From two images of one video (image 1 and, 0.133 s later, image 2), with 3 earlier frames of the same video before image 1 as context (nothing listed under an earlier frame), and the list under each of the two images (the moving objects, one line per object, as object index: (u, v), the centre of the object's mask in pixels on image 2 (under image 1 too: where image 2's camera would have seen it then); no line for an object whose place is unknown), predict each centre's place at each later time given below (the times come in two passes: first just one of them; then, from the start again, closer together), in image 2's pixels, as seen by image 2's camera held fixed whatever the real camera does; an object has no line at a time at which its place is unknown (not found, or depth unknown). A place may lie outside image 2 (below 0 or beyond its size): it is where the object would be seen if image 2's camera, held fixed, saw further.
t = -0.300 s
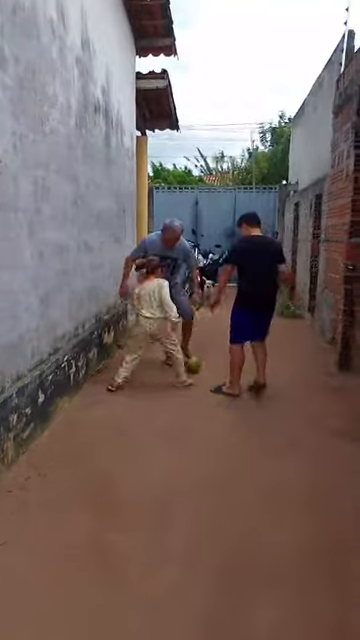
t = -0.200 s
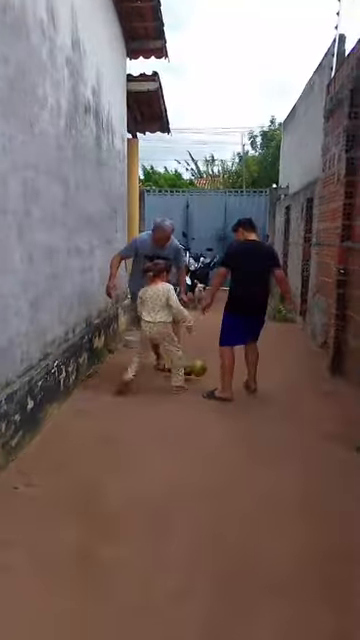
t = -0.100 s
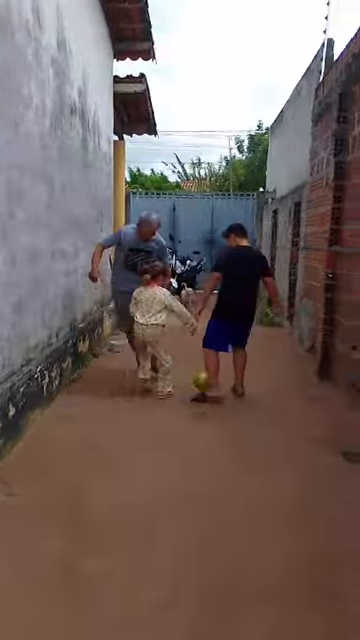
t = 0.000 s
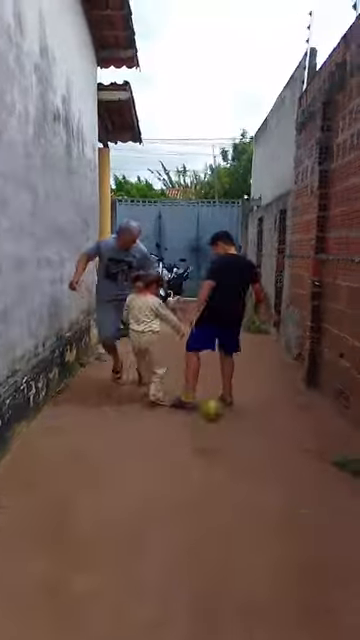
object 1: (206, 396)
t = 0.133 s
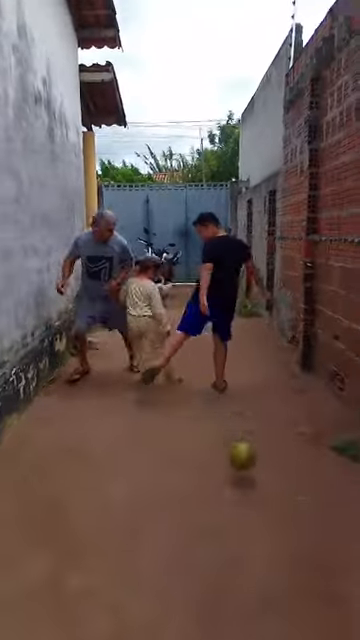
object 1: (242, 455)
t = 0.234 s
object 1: (275, 491)
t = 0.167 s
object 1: (255, 477)
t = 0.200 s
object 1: (265, 486)
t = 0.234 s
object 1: (275, 491)
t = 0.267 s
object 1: (286, 498)
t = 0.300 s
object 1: (298, 508)
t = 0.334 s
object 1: (311, 520)
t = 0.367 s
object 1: (323, 535)
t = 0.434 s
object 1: (349, 559)
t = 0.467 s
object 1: (361, 574)
